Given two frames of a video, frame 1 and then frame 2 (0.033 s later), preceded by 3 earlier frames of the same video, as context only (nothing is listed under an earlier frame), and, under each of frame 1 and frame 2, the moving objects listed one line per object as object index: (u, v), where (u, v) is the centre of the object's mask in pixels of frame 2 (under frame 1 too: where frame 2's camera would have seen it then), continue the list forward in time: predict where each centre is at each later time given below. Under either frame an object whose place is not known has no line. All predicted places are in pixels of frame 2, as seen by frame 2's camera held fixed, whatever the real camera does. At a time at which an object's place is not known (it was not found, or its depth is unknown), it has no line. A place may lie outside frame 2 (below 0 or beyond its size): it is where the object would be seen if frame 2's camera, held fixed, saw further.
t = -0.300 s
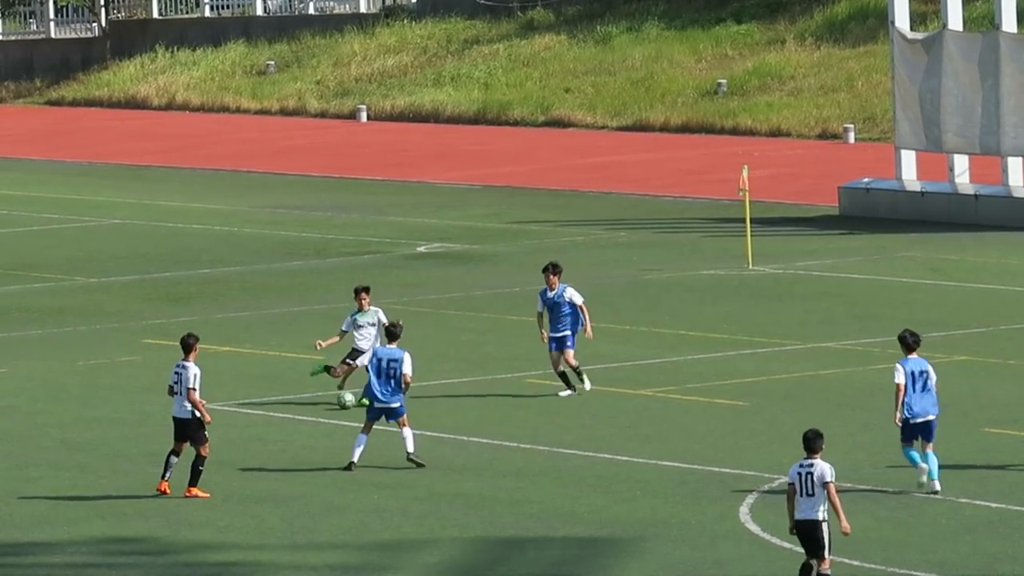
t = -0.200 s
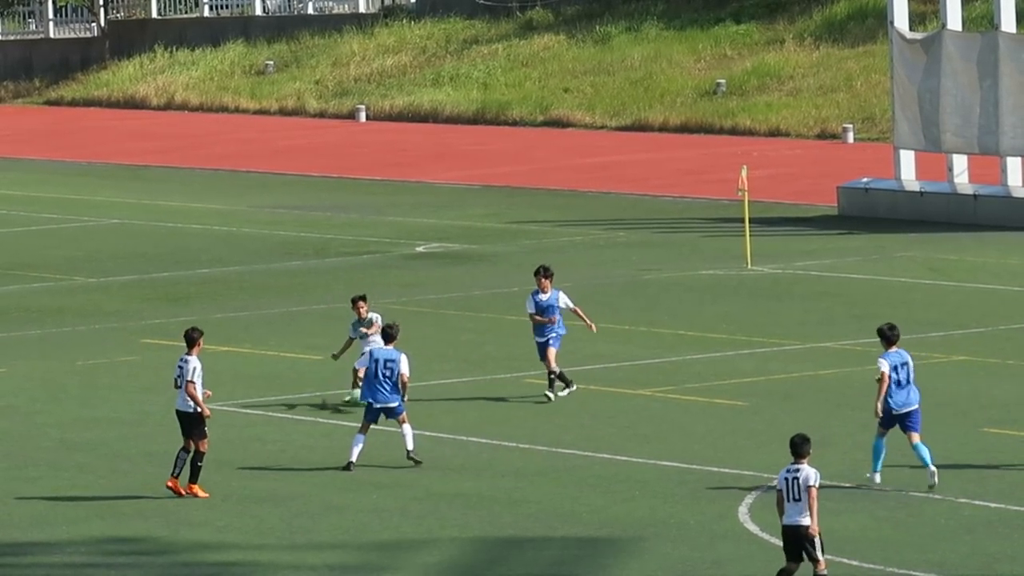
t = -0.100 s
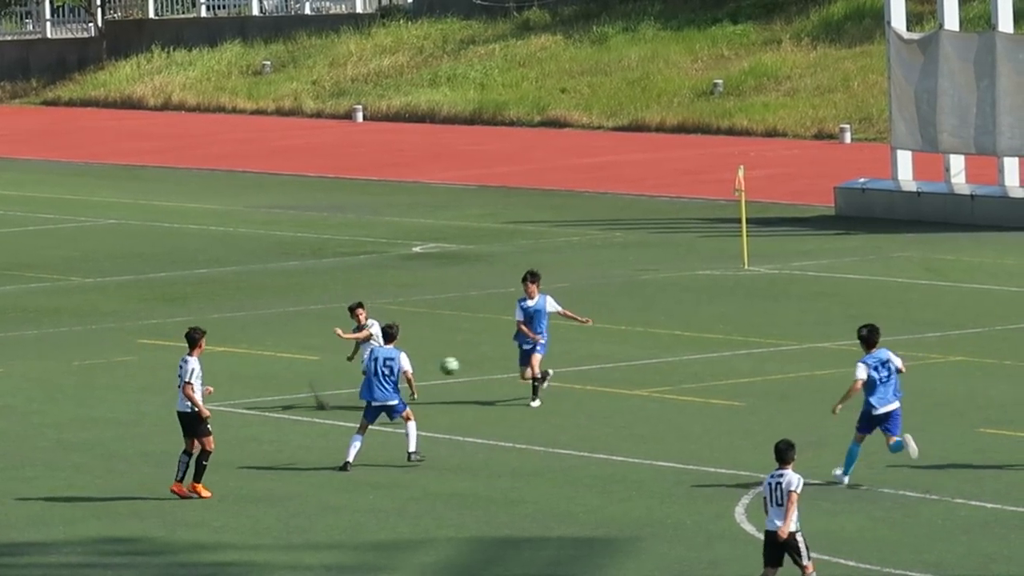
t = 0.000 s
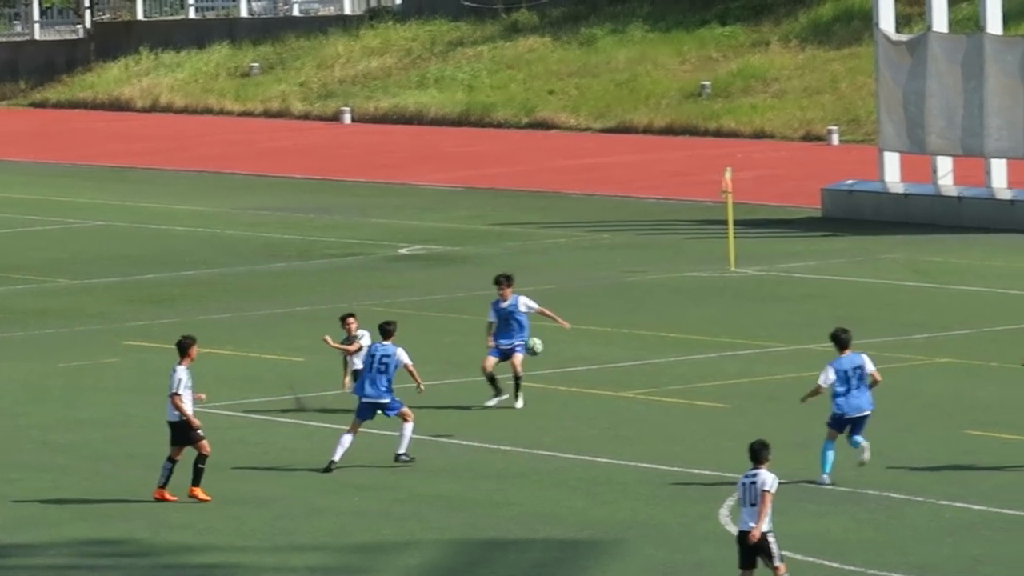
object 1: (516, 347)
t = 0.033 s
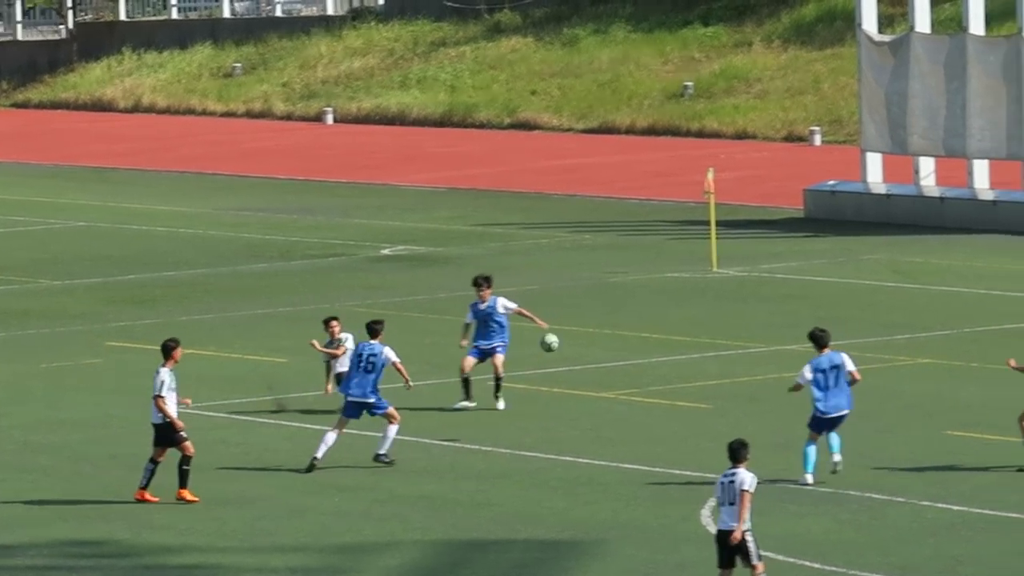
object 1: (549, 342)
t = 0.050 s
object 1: (566, 341)
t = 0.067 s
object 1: (583, 339)
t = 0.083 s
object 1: (600, 338)
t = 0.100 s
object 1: (618, 338)
